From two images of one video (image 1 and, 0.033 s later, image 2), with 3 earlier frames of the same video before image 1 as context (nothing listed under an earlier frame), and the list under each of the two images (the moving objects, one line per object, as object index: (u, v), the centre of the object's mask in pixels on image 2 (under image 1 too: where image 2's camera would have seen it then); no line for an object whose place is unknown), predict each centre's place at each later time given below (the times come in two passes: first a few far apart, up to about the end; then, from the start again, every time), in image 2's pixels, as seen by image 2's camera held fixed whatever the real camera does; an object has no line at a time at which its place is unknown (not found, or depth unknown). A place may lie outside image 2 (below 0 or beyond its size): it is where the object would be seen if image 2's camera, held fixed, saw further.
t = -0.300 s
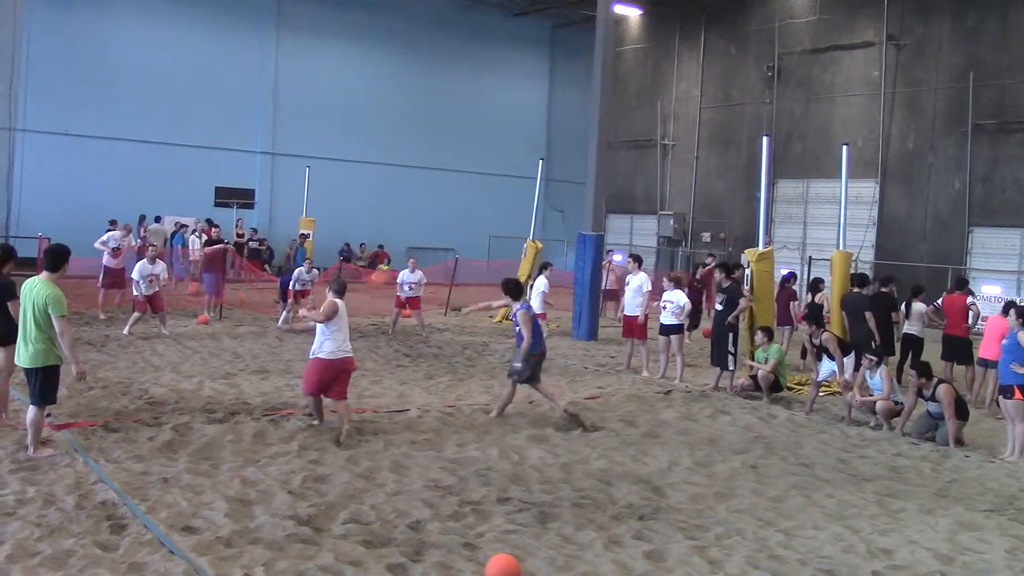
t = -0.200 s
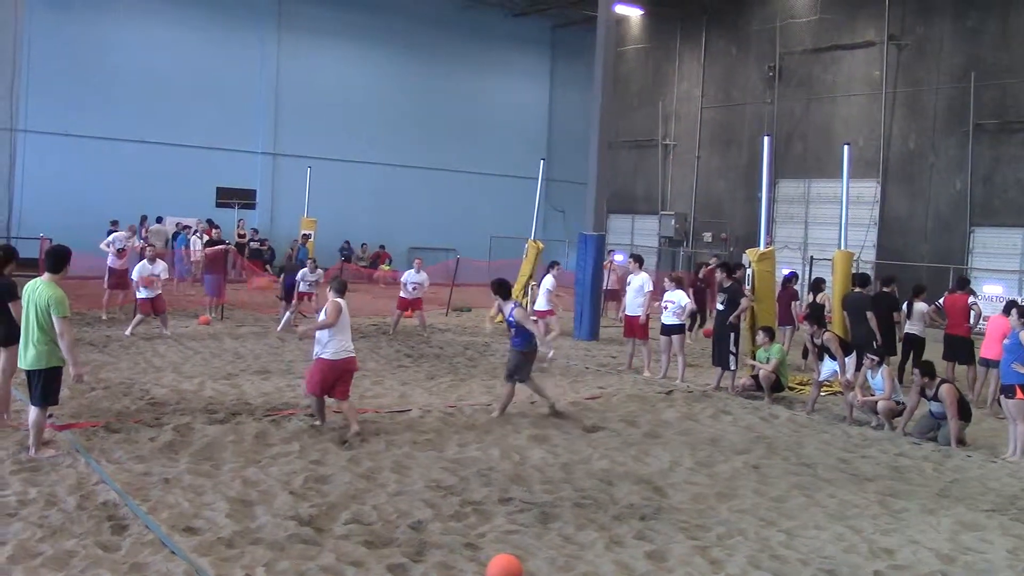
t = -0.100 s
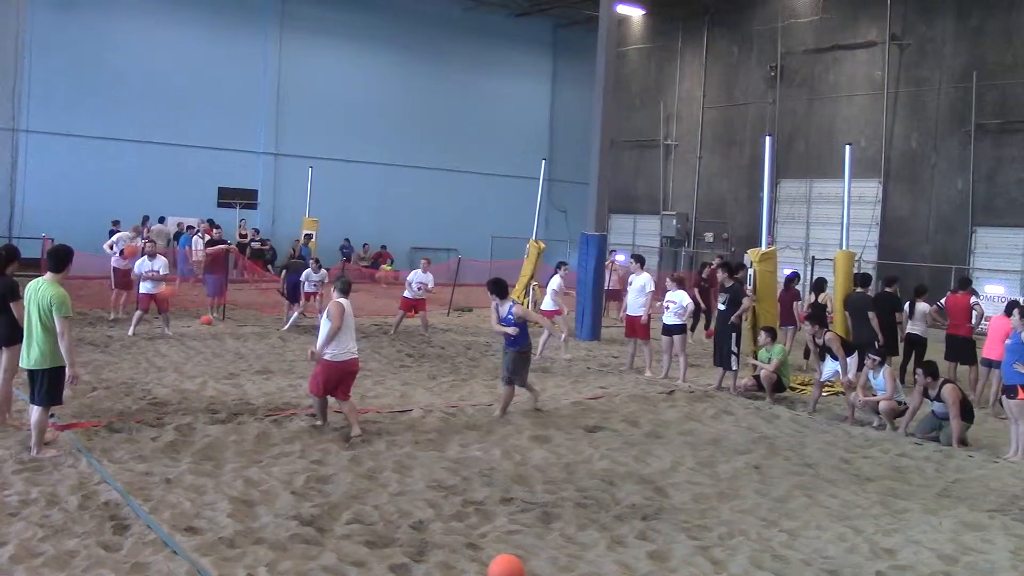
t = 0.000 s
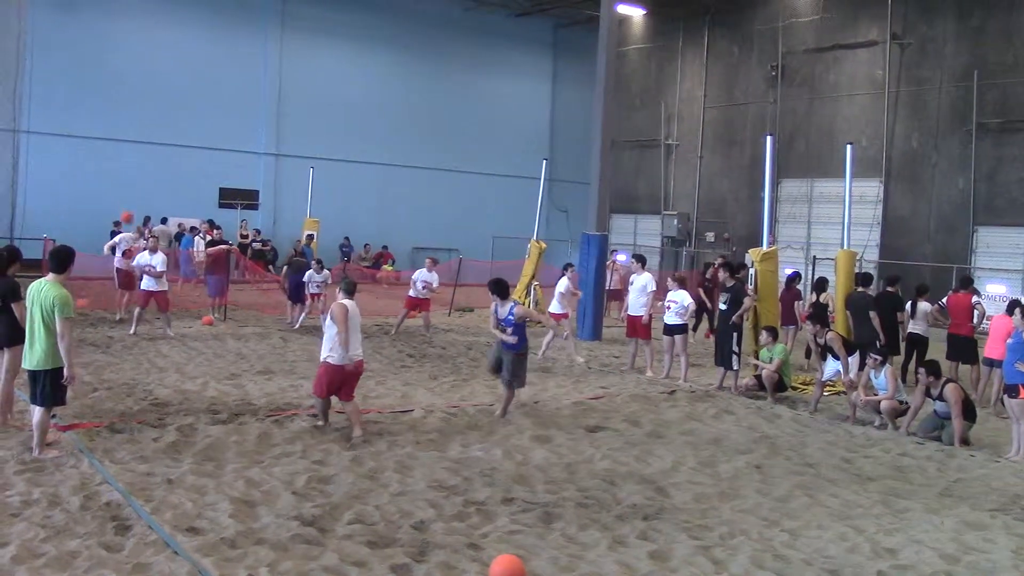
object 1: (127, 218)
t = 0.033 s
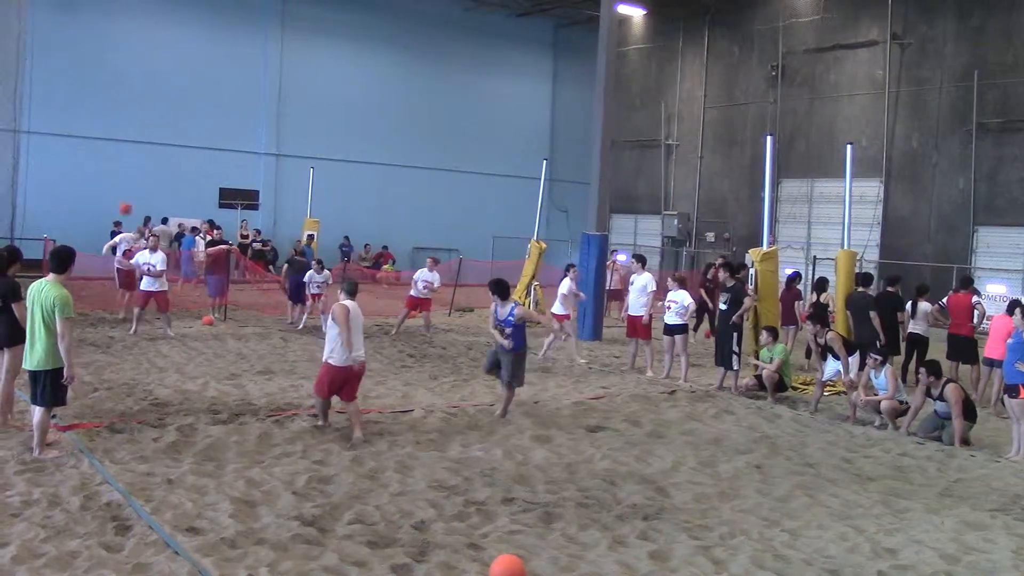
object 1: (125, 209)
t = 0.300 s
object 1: (109, 156)
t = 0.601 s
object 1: (89, 151)
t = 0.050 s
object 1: (124, 204)
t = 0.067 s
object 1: (123, 199)
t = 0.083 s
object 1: (122, 195)
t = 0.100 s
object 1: (121, 191)
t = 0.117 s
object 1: (120, 187)
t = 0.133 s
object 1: (119, 184)
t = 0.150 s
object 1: (118, 180)
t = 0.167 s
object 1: (117, 176)
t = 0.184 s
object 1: (116, 174)
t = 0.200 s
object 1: (115, 170)
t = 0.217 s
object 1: (113, 167)
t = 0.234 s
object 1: (113, 164)
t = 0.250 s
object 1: (112, 162)
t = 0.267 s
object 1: (111, 160)
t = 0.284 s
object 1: (110, 159)
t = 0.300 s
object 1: (109, 156)
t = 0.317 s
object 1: (108, 154)
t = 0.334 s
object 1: (107, 153)
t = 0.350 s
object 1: (106, 151)
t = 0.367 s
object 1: (104, 151)
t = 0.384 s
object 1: (103, 149)
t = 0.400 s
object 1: (102, 148)
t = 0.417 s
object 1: (101, 147)
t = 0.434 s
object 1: (100, 147)
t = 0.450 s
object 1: (98, 147)
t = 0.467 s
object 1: (97, 147)
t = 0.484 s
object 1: (96, 147)
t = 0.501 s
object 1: (95, 147)
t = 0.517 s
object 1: (94, 147)
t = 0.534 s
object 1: (93, 147)
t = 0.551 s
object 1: (92, 148)
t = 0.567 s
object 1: (91, 149)
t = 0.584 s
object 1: (90, 150)
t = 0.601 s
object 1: (89, 151)
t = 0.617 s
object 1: (88, 152)
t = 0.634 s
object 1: (87, 153)
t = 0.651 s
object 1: (86, 155)
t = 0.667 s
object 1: (84, 156)
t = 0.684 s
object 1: (84, 159)
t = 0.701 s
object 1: (82, 161)
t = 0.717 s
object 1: (81, 163)
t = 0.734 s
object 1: (80, 165)
